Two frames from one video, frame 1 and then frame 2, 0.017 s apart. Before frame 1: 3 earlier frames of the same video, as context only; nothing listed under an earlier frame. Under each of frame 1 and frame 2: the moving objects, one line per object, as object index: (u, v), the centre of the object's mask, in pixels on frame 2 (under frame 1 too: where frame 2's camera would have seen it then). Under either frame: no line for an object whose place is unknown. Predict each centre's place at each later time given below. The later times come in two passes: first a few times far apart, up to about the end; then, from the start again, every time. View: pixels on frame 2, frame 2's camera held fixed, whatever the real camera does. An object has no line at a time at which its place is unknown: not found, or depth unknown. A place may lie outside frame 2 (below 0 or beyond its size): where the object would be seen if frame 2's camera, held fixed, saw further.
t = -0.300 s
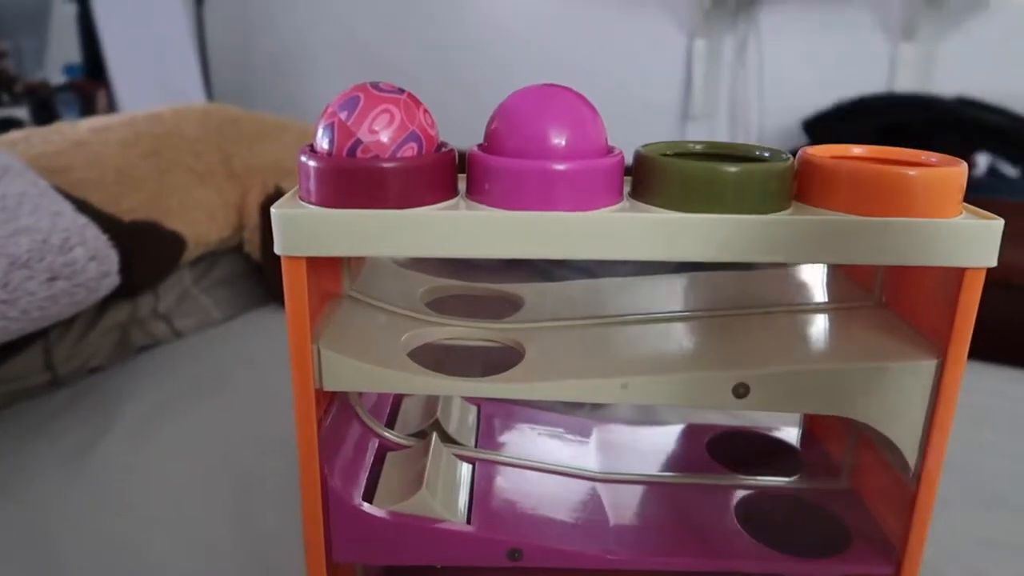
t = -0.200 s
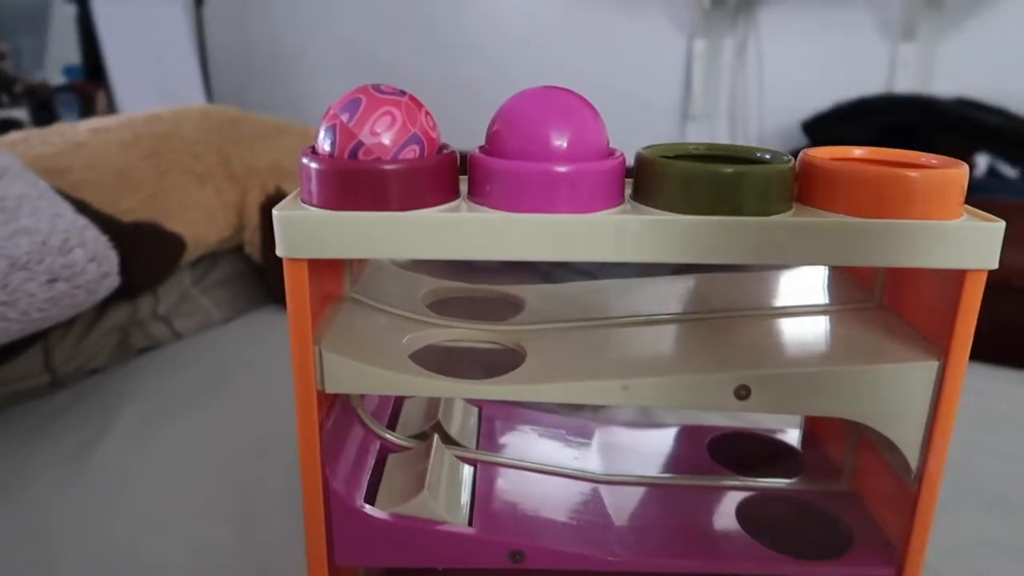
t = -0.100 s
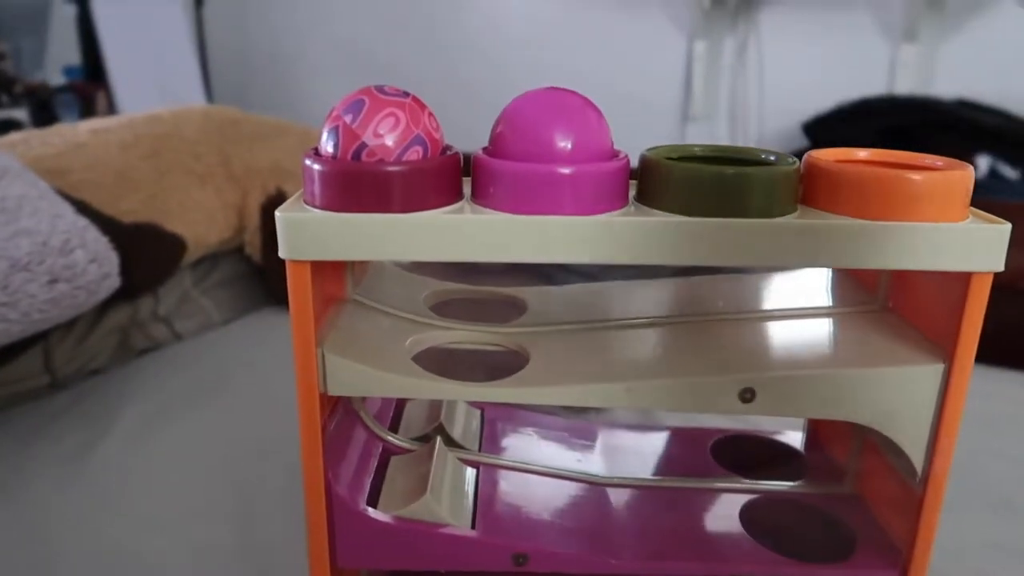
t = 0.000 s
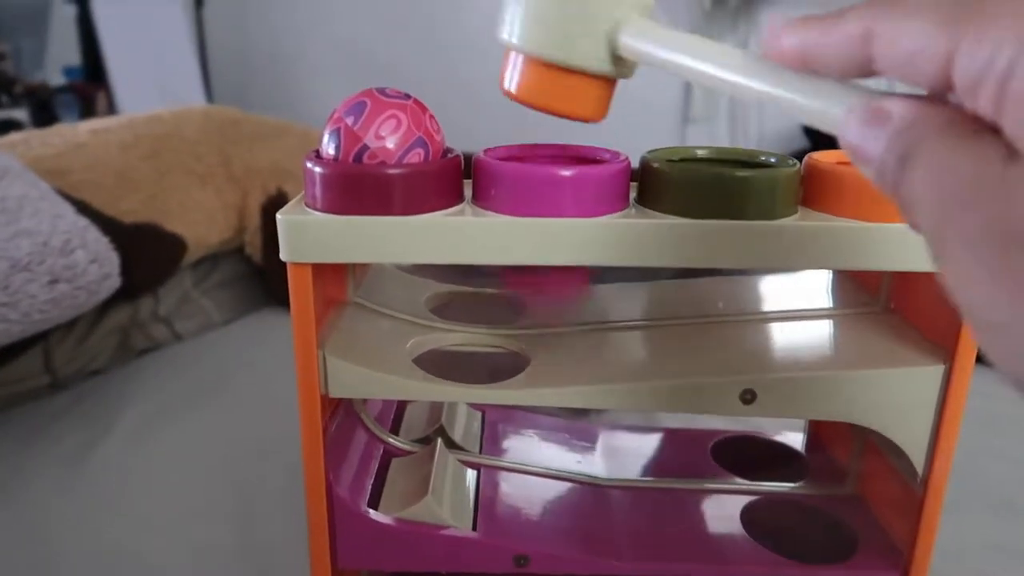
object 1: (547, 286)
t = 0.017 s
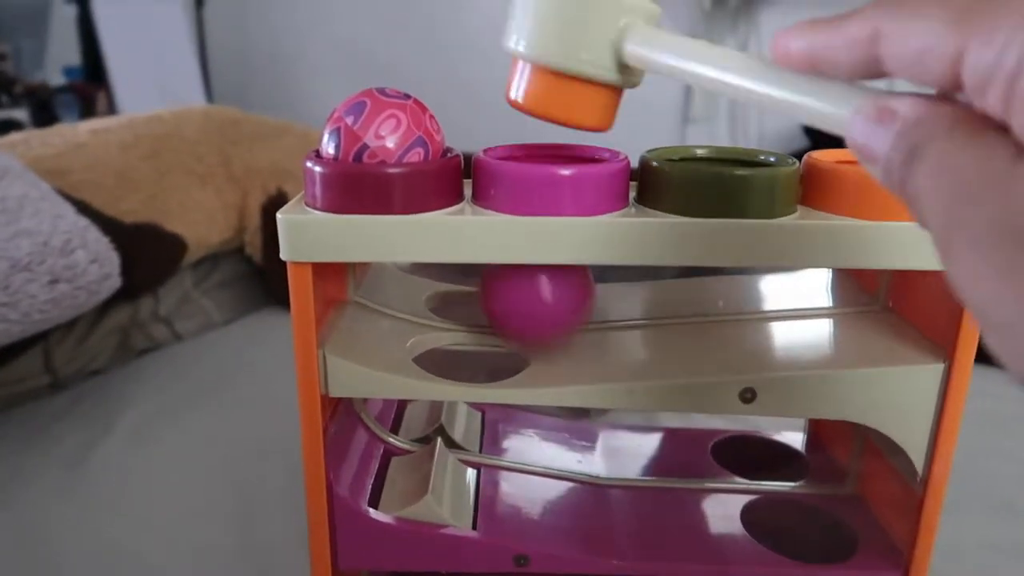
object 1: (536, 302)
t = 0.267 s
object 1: (489, 314)
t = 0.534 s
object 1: (633, 482)
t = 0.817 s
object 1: (808, 508)
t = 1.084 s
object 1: (801, 512)
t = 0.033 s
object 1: (531, 281)
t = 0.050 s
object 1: (549, 277)
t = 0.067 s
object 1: (561, 279)
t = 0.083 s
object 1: (566, 288)
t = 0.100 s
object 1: (565, 298)
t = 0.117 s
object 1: (563, 309)
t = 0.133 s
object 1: (556, 303)
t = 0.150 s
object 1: (548, 299)
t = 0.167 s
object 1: (541, 298)
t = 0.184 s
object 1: (534, 300)
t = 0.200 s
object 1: (527, 305)
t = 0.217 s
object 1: (518, 304)
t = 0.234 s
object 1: (508, 304)
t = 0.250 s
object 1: (498, 307)
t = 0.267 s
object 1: (489, 314)
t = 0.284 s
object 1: (477, 322)
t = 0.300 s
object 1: (471, 325)
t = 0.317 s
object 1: (472, 365)
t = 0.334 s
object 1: (471, 403)
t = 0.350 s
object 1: (471, 414)
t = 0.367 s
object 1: (478, 425)
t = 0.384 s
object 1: (492, 451)
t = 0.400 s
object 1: (507, 452)
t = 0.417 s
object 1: (522, 455)
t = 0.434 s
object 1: (536, 460)
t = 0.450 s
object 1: (552, 462)
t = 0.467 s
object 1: (569, 468)
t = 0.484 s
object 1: (585, 472)
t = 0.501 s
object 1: (601, 477)
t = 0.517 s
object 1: (618, 479)
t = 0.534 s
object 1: (633, 482)
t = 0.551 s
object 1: (650, 483)
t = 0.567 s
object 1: (664, 484)
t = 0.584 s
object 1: (681, 483)
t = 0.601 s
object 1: (696, 484)
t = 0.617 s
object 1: (713, 485)
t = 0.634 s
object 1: (729, 486)
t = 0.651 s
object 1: (745, 487)
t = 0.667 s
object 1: (762, 488)
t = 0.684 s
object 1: (780, 491)
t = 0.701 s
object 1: (796, 501)
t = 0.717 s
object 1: (811, 508)
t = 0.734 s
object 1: (810, 501)
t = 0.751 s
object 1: (801, 496)
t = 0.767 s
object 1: (792, 496)
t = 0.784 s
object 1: (792, 499)
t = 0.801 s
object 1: (799, 505)
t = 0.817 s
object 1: (808, 508)
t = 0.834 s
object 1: (813, 508)
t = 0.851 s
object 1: (806, 502)
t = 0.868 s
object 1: (797, 500)
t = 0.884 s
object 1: (795, 501)
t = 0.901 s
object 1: (798, 507)
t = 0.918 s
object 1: (807, 510)
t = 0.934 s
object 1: (808, 509)
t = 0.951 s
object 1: (800, 507)
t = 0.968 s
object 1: (801, 509)
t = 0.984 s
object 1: (808, 510)
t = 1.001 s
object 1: (808, 509)
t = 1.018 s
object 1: (801, 508)
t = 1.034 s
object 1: (803, 510)
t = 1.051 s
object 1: (808, 510)
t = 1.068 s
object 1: (803, 509)
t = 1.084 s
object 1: (801, 512)
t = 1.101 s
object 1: (805, 513)
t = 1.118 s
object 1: (802, 513)
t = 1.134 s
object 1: (803, 516)
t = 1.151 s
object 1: (803, 516)
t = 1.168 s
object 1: (802, 518)
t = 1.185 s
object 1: (803, 524)
